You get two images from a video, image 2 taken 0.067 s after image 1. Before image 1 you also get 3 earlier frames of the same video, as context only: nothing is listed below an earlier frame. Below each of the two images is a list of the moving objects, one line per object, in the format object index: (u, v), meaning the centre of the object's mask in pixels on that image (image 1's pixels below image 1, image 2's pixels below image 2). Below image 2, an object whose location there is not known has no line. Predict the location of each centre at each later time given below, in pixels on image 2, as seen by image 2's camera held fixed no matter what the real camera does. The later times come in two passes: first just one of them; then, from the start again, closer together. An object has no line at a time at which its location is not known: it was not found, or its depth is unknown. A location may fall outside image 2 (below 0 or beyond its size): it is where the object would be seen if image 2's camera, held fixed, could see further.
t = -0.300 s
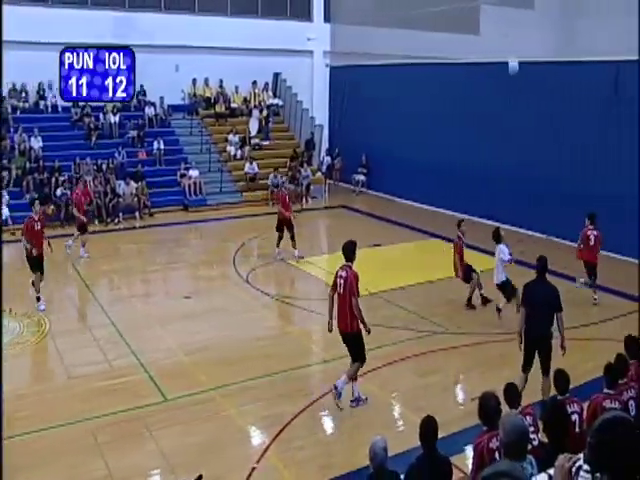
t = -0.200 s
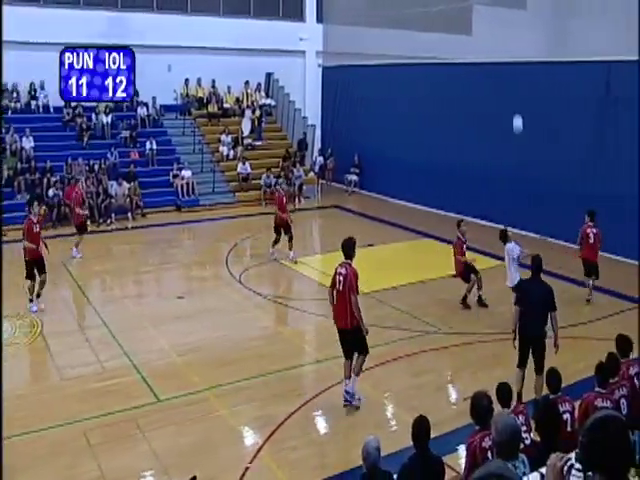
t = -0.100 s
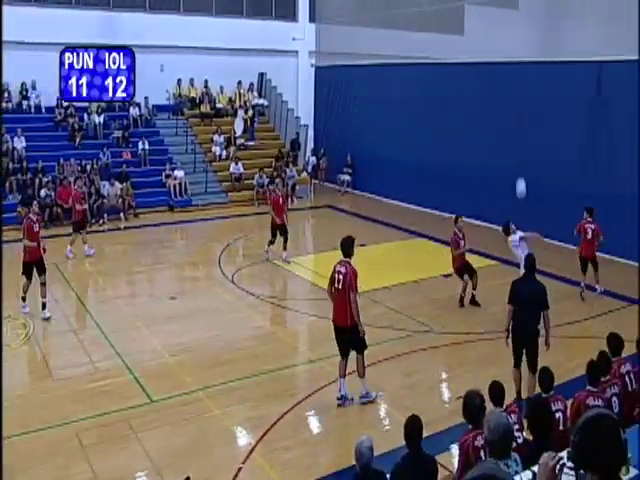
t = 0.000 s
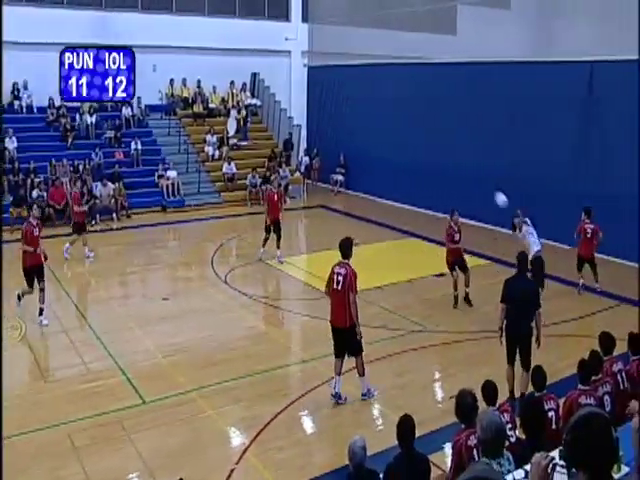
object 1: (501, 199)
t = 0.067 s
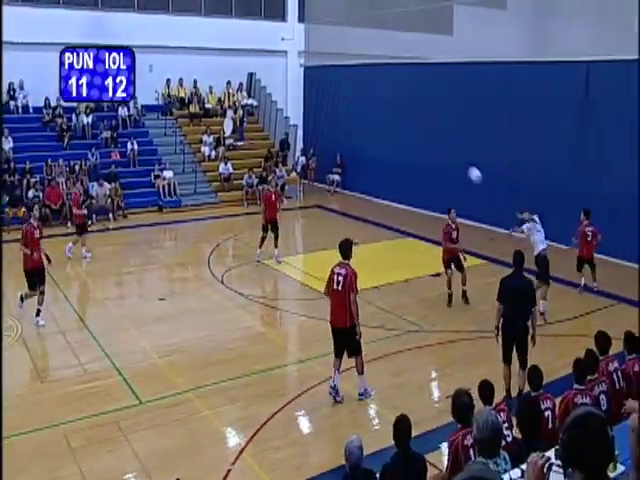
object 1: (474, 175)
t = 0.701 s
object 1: (280, 93)
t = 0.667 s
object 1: (282, 92)
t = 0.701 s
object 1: (280, 93)
